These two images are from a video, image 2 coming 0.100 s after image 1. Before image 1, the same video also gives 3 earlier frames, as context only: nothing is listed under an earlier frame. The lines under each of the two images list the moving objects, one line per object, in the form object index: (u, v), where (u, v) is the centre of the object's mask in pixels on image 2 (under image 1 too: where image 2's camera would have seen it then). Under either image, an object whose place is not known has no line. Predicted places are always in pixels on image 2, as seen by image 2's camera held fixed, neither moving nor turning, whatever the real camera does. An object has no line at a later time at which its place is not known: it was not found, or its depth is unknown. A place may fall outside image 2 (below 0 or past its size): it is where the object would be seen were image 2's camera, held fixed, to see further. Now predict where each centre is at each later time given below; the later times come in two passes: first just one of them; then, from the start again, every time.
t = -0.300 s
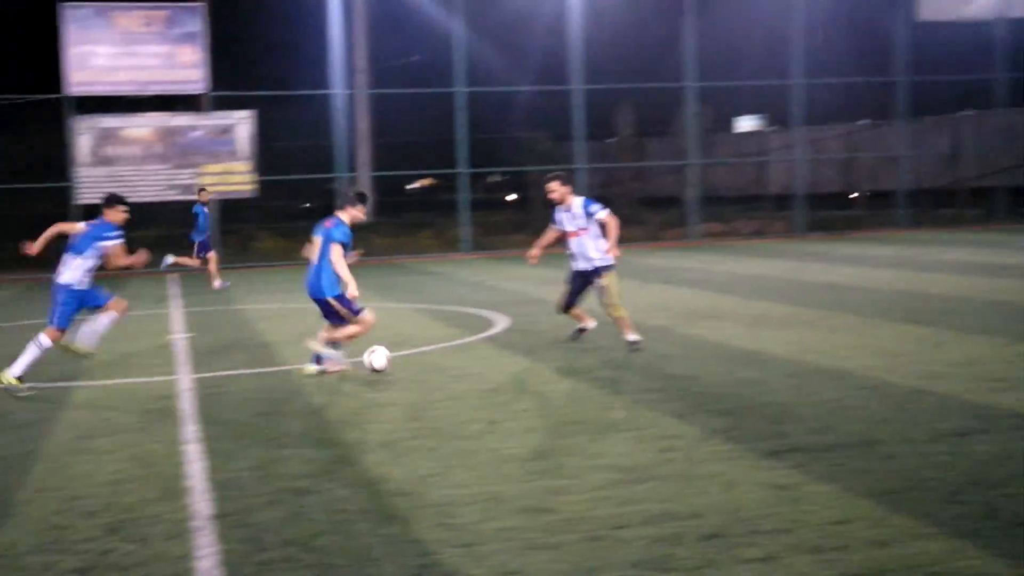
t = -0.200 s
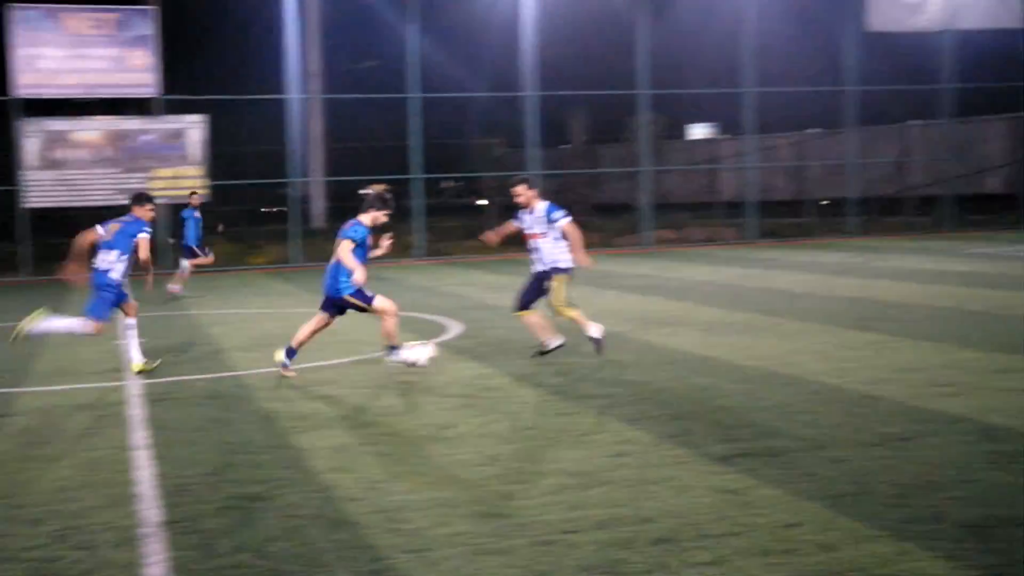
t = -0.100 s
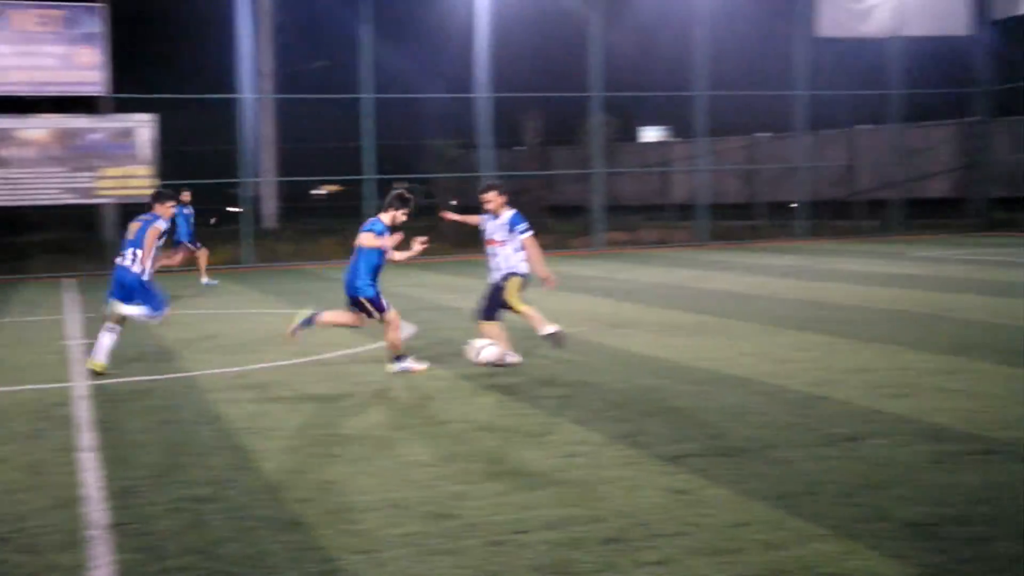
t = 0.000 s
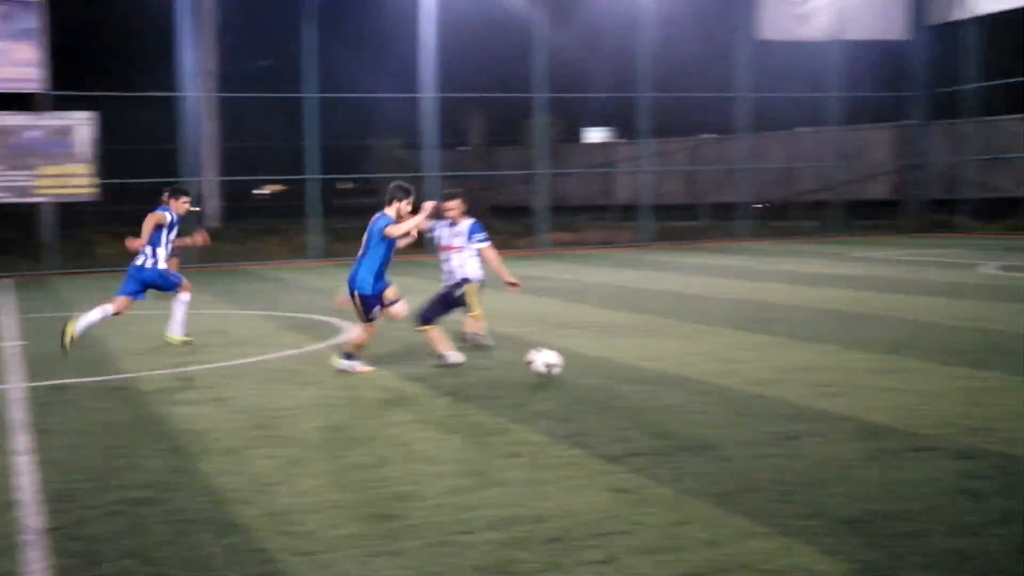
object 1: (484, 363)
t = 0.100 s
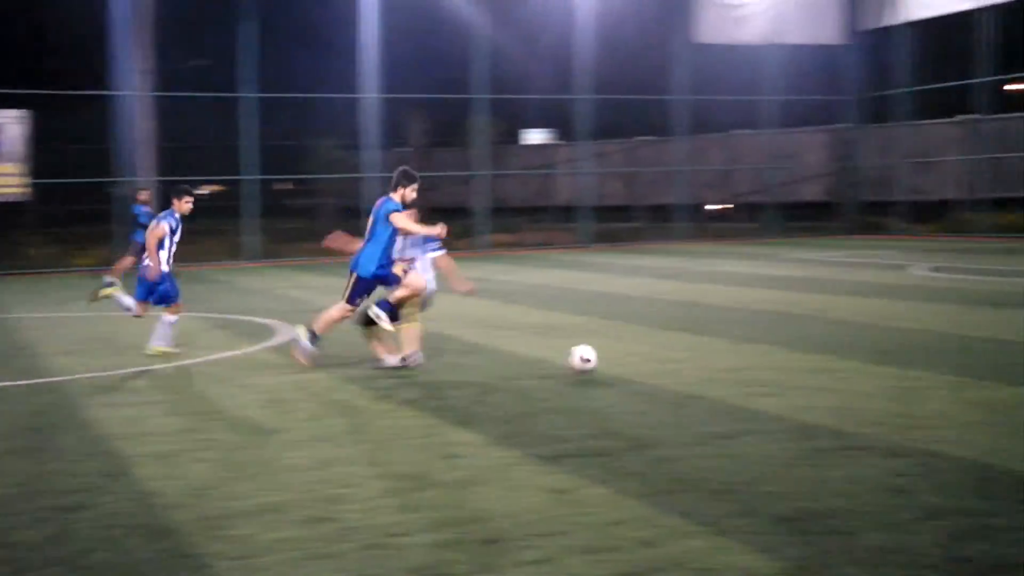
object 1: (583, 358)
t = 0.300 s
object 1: (760, 357)
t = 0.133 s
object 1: (614, 357)
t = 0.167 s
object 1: (646, 358)
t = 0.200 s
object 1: (676, 360)
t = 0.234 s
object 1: (705, 358)
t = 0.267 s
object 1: (734, 357)
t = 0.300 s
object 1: (760, 357)
